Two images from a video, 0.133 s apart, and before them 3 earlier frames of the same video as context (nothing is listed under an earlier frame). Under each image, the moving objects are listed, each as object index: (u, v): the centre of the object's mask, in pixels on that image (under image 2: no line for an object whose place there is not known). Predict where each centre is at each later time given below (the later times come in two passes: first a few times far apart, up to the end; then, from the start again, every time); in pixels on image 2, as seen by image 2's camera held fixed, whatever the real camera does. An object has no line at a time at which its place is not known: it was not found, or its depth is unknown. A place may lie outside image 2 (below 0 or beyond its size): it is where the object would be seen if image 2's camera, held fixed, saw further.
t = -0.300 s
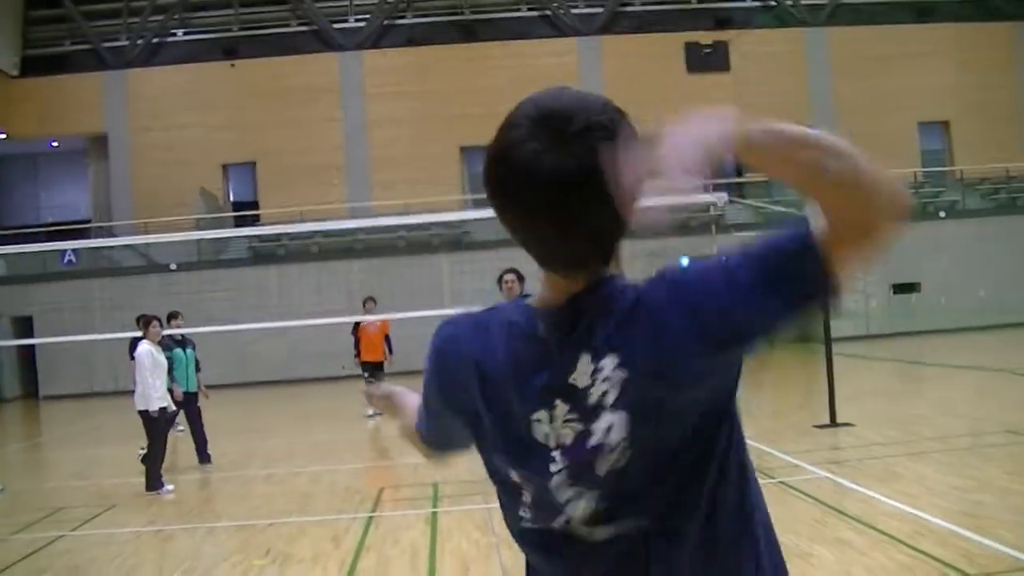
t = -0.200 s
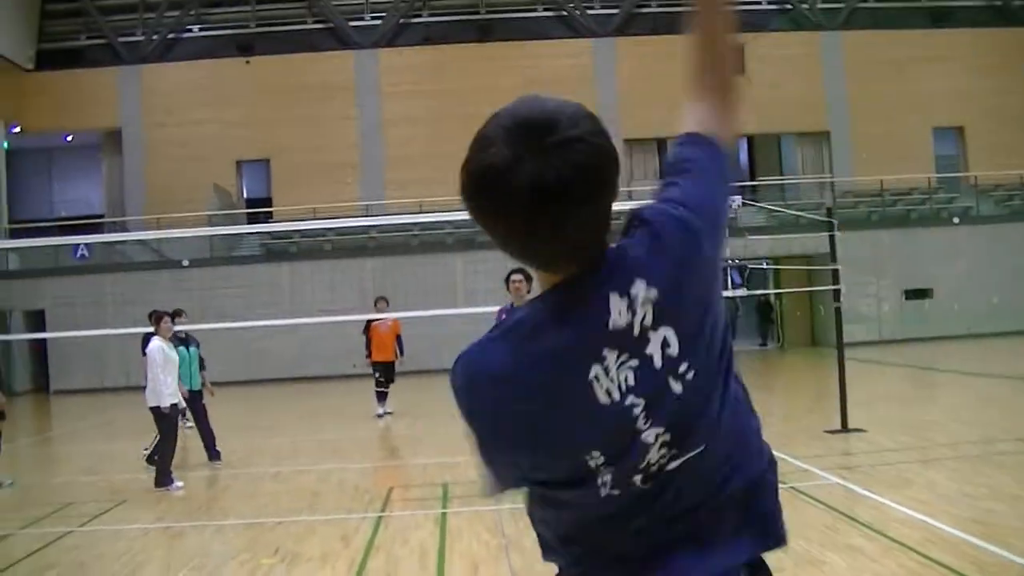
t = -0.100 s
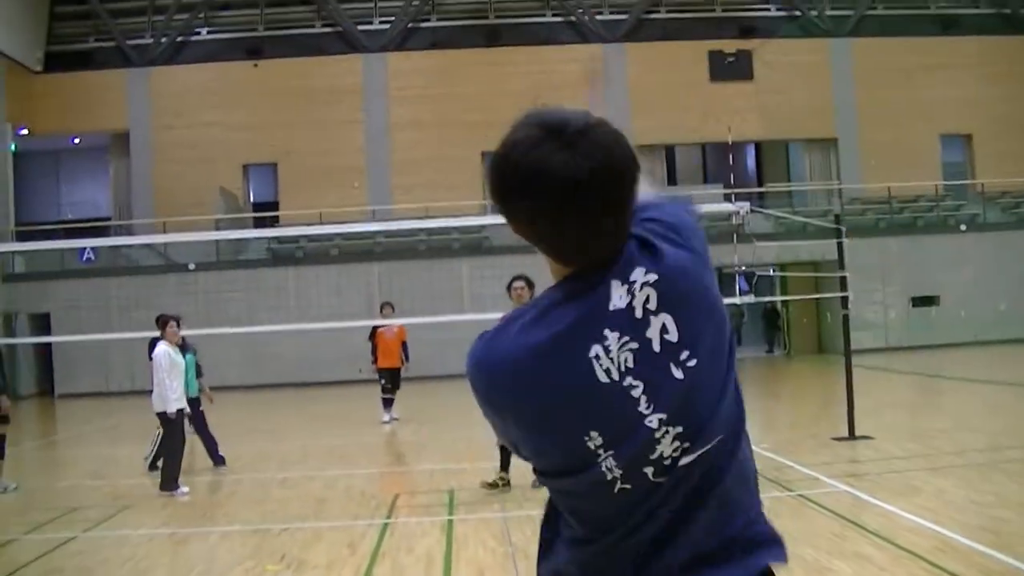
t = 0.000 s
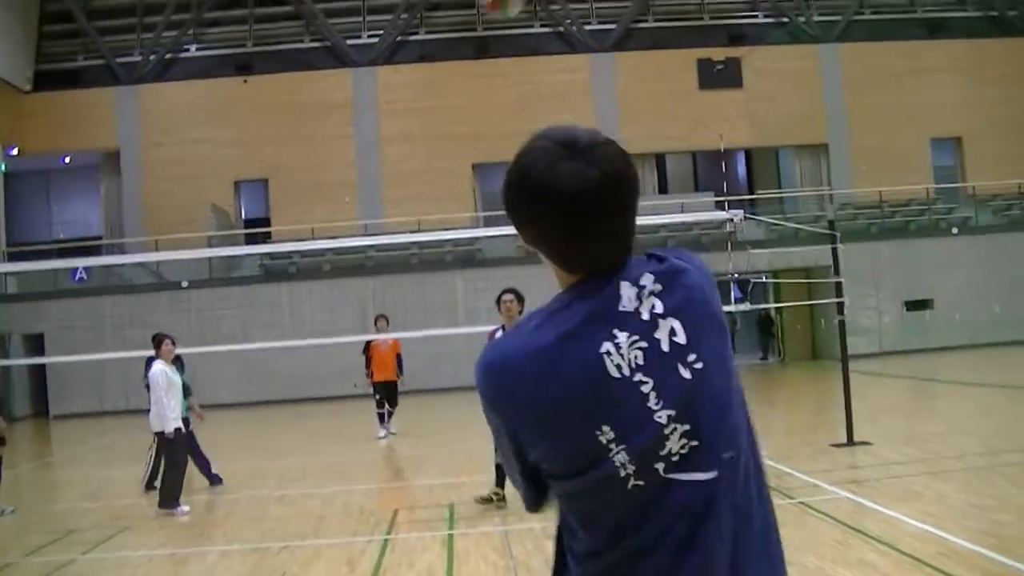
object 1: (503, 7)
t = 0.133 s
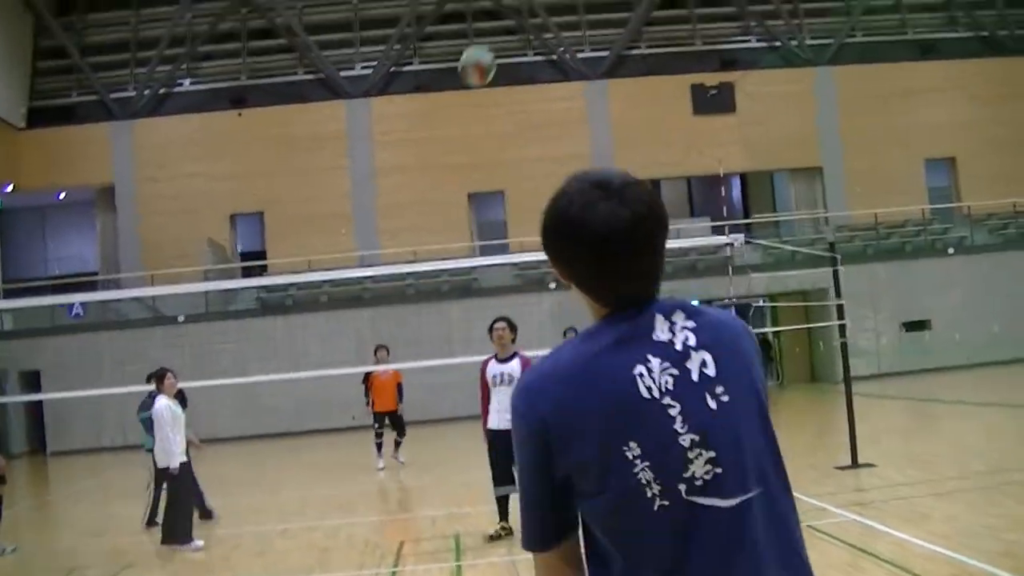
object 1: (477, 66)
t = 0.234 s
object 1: (476, 96)
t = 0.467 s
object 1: (483, 179)
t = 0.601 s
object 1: (489, 230)
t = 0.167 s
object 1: (477, 75)
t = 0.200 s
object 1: (476, 86)
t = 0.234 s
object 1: (476, 96)
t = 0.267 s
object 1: (477, 106)
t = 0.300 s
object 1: (478, 118)
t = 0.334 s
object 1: (477, 129)
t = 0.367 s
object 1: (480, 141)
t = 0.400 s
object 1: (481, 153)
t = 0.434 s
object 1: (482, 165)
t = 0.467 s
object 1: (483, 179)
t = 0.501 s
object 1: (486, 192)
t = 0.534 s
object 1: (486, 203)
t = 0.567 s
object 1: (488, 218)
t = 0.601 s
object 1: (489, 230)
